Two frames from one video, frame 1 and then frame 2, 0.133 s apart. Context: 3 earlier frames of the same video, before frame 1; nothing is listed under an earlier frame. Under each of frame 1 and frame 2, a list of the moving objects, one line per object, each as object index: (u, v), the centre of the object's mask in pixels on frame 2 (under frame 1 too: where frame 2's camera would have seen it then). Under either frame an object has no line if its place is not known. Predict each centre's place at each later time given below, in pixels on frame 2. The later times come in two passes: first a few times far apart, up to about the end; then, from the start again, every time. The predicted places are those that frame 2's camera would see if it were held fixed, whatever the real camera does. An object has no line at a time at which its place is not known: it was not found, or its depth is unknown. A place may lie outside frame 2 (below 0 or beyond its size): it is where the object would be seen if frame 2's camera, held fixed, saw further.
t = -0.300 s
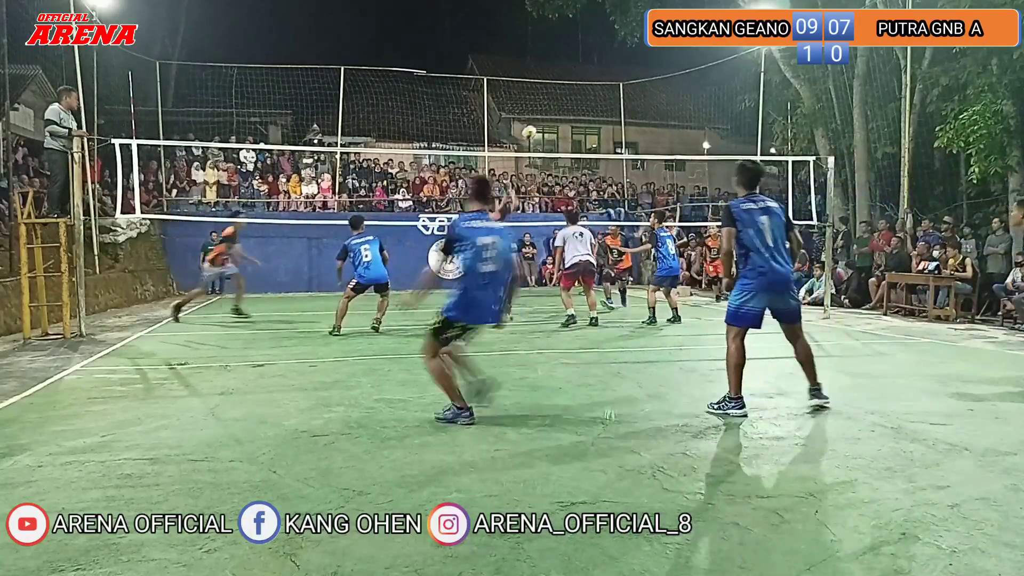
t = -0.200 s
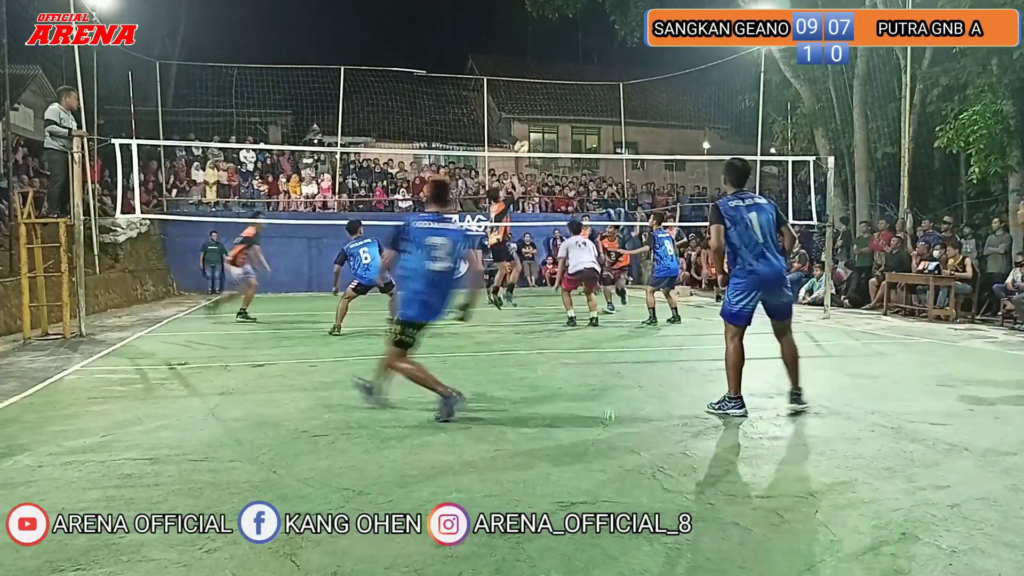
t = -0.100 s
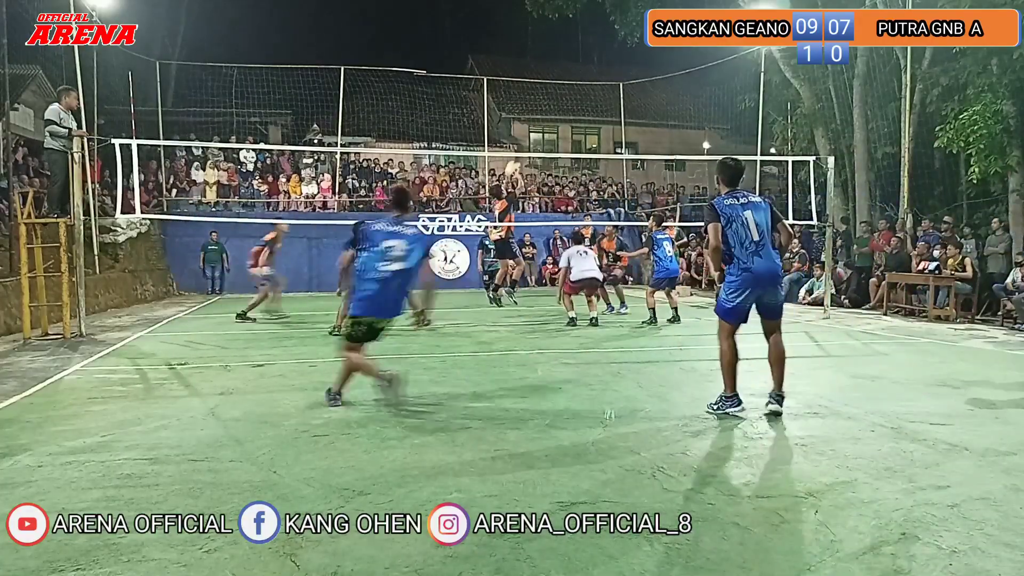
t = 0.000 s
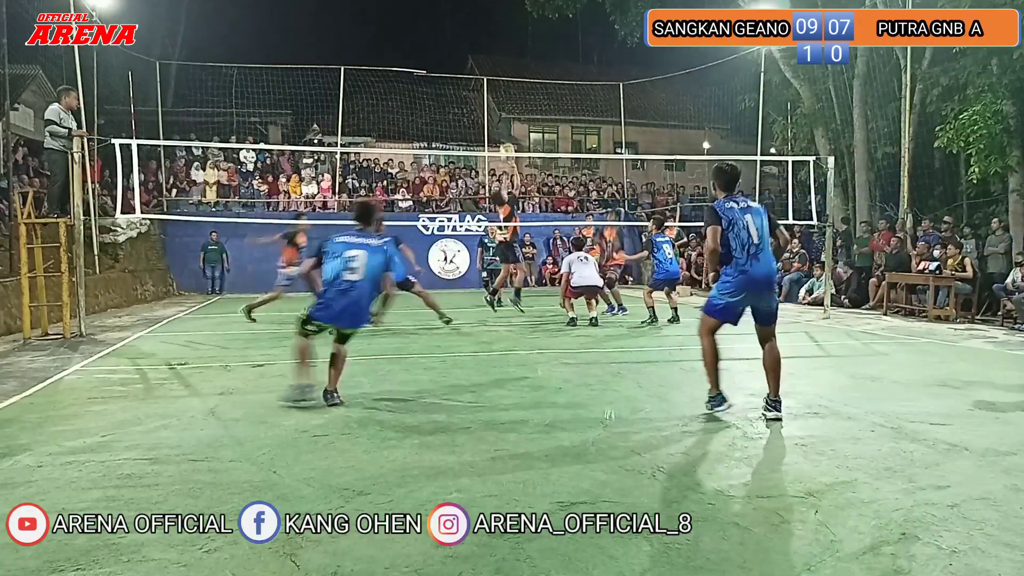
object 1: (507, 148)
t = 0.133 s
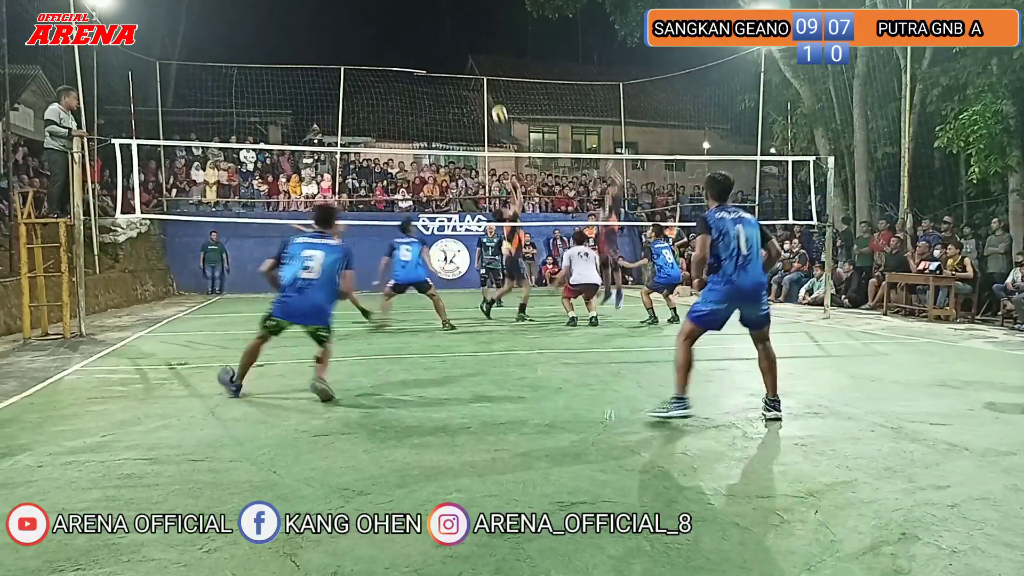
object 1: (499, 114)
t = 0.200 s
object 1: (496, 101)
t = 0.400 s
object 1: (484, 75)
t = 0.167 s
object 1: (498, 106)
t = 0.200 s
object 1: (496, 101)
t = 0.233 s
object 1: (494, 94)
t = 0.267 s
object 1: (493, 89)
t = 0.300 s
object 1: (490, 84)
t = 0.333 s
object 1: (488, 80)
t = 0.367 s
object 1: (486, 77)
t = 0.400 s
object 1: (484, 75)
